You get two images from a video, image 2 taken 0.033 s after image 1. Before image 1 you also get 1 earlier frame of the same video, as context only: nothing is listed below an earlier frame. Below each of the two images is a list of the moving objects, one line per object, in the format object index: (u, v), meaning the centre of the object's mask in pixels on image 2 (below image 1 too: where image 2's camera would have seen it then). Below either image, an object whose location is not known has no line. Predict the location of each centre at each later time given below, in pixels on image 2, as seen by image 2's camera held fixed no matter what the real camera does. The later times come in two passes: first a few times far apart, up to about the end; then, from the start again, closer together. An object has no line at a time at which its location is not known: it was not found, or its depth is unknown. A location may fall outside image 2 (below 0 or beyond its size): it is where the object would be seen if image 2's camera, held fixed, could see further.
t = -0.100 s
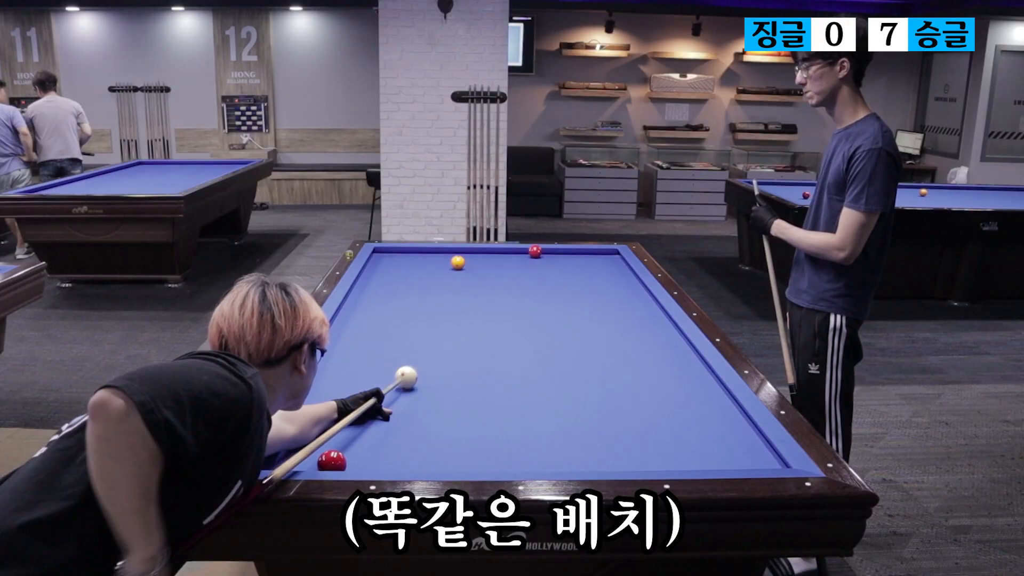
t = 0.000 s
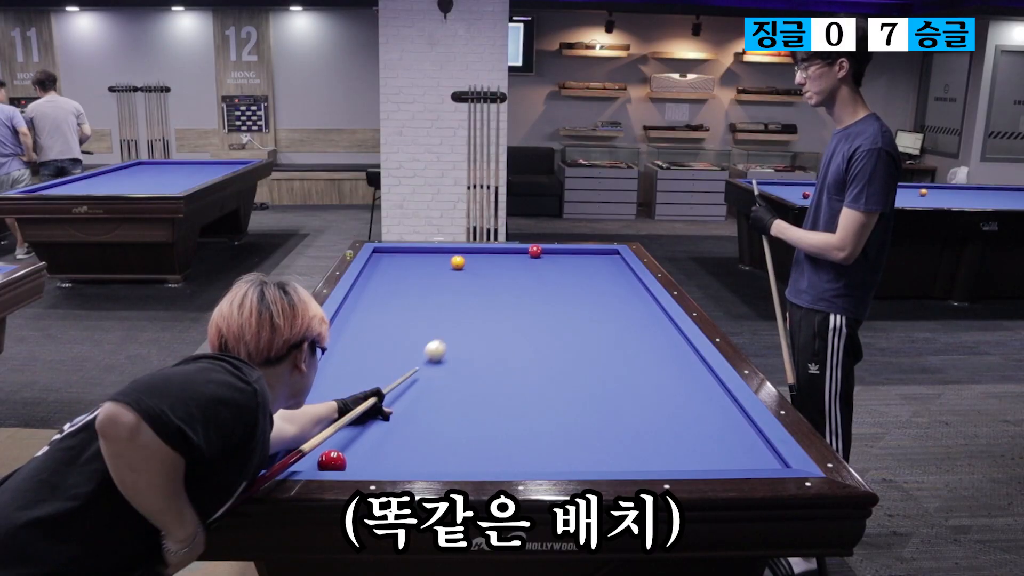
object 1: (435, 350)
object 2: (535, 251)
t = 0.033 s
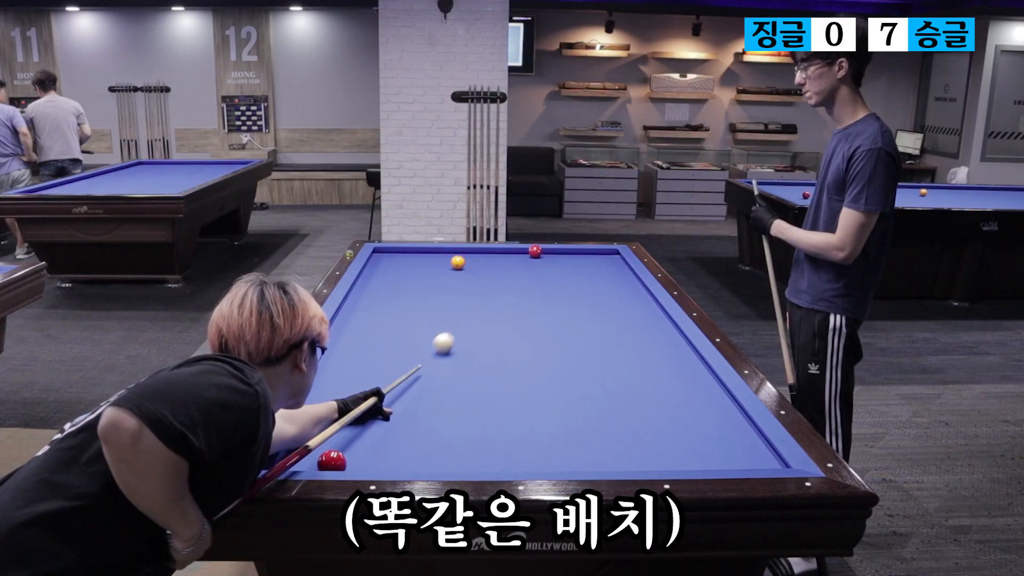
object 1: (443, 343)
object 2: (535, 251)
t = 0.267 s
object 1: (489, 302)
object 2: (535, 251)
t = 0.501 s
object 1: (518, 275)
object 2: (535, 251)
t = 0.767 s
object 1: (548, 253)
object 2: (532, 250)
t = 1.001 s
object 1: (593, 253)
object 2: (520, 257)
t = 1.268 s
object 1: (600, 257)
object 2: (508, 266)
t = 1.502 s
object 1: (579, 259)
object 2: (498, 274)
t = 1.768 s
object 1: (554, 262)
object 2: (484, 284)
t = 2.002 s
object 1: (533, 264)
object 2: (472, 293)
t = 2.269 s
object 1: (508, 267)
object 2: (456, 305)
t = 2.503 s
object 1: (486, 269)
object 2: (441, 316)
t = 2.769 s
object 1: (461, 272)
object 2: (423, 329)
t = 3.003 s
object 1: (439, 274)
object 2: (405, 342)
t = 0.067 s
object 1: (451, 336)
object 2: (535, 251)
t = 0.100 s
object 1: (459, 329)
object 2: (535, 251)
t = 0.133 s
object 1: (466, 323)
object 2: (535, 251)
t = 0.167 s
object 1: (472, 317)
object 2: (535, 251)
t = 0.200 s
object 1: (478, 312)
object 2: (535, 251)
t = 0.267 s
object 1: (489, 302)
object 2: (535, 251)
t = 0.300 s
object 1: (494, 297)
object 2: (535, 251)
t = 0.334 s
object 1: (498, 293)
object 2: (535, 251)
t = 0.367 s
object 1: (503, 289)
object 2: (535, 251)
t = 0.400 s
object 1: (507, 285)
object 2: (535, 251)
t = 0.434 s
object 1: (511, 282)
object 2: (535, 251)
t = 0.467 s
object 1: (515, 278)
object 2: (535, 251)
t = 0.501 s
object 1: (518, 275)
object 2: (535, 251)
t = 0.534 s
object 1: (522, 272)
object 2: (535, 251)
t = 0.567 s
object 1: (525, 269)
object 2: (535, 251)
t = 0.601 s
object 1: (529, 265)
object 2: (535, 251)
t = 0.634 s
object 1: (532, 262)
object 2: (535, 250)
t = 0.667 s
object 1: (535, 260)
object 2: (534, 249)
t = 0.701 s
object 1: (538, 257)
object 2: (533, 249)
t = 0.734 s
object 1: (541, 254)
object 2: (533, 250)
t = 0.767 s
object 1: (548, 253)
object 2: (532, 250)
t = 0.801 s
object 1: (555, 252)
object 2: (529, 250)
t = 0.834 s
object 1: (562, 251)
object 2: (527, 252)
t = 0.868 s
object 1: (569, 250)
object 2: (526, 253)
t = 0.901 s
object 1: (575, 250)
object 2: (524, 254)
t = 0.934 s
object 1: (581, 251)
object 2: (523, 255)
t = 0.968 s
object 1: (587, 252)
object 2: (521, 256)
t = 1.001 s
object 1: (593, 253)
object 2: (520, 257)
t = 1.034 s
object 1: (599, 254)
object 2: (519, 258)
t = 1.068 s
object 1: (605, 254)
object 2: (517, 259)
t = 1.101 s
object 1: (611, 255)
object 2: (516, 260)
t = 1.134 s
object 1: (616, 256)
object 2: (514, 262)
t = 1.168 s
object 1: (612, 256)
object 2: (513, 263)
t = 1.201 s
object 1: (608, 256)
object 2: (511, 264)
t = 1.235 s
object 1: (604, 257)
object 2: (510, 265)
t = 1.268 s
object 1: (600, 257)
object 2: (508, 266)
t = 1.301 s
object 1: (597, 257)
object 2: (507, 267)
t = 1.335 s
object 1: (594, 258)
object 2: (505, 268)
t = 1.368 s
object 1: (591, 258)
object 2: (504, 269)
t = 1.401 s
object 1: (588, 258)
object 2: (502, 270)
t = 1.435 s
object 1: (585, 259)
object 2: (501, 272)
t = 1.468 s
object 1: (582, 259)
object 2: (499, 273)
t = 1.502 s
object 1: (579, 259)
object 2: (498, 274)
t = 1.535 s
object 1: (576, 260)
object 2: (496, 275)
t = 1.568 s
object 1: (573, 260)
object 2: (494, 277)
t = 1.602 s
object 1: (570, 260)
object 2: (493, 277)
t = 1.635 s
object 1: (566, 261)
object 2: (491, 279)
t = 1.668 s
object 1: (563, 261)
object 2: (489, 280)
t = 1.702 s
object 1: (560, 261)
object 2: (488, 281)
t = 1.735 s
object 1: (557, 262)
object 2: (486, 282)
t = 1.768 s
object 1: (554, 262)
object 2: (484, 284)
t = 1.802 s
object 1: (551, 262)
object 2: (483, 285)
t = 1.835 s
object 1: (548, 263)
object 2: (481, 286)
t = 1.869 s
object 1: (545, 263)
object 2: (479, 288)
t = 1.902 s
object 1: (542, 263)
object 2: (478, 289)
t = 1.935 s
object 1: (539, 263)
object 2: (475, 290)
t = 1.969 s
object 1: (536, 264)
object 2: (474, 292)
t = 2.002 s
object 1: (533, 264)
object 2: (472, 293)
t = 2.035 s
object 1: (530, 264)
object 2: (470, 294)
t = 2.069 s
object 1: (527, 265)
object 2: (468, 296)
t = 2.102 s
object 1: (523, 265)
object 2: (466, 297)
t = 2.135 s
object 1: (520, 265)
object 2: (464, 299)
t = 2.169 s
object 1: (517, 266)
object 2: (462, 300)
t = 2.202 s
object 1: (514, 266)
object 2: (460, 302)
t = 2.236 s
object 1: (511, 266)
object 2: (458, 303)
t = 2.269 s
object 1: (508, 267)
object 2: (456, 305)
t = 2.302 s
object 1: (505, 267)
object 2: (454, 306)
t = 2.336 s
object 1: (501, 267)
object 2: (452, 308)
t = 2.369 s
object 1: (498, 268)
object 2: (450, 309)
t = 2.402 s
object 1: (495, 268)
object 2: (448, 311)
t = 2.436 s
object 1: (492, 268)
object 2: (446, 312)
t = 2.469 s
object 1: (489, 269)
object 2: (444, 314)
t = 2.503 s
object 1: (486, 269)
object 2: (441, 316)
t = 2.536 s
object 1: (483, 269)
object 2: (439, 317)
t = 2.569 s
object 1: (479, 270)
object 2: (437, 319)
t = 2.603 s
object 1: (477, 270)
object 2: (434, 320)
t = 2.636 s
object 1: (473, 270)
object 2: (432, 322)
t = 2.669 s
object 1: (470, 271)
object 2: (430, 324)
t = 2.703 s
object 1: (467, 271)
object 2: (427, 326)
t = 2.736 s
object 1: (464, 271)
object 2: (425, 327)
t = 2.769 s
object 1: (461, 272)
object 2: (423, 329)
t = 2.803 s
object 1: (458, 272)
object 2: (420, 331)
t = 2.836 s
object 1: (455, 272)
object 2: (418, 333)
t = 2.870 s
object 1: (451, 272)
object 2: (415, 334)
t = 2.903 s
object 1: (448, 273)
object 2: (412, 336)
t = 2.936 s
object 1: (445, 273)
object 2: (410, 338)
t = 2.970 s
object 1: (442, 273)
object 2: (407, 340)
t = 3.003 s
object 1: (439, 274)
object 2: (405, 342)
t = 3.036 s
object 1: (435, 274)
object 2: (402, 344)
